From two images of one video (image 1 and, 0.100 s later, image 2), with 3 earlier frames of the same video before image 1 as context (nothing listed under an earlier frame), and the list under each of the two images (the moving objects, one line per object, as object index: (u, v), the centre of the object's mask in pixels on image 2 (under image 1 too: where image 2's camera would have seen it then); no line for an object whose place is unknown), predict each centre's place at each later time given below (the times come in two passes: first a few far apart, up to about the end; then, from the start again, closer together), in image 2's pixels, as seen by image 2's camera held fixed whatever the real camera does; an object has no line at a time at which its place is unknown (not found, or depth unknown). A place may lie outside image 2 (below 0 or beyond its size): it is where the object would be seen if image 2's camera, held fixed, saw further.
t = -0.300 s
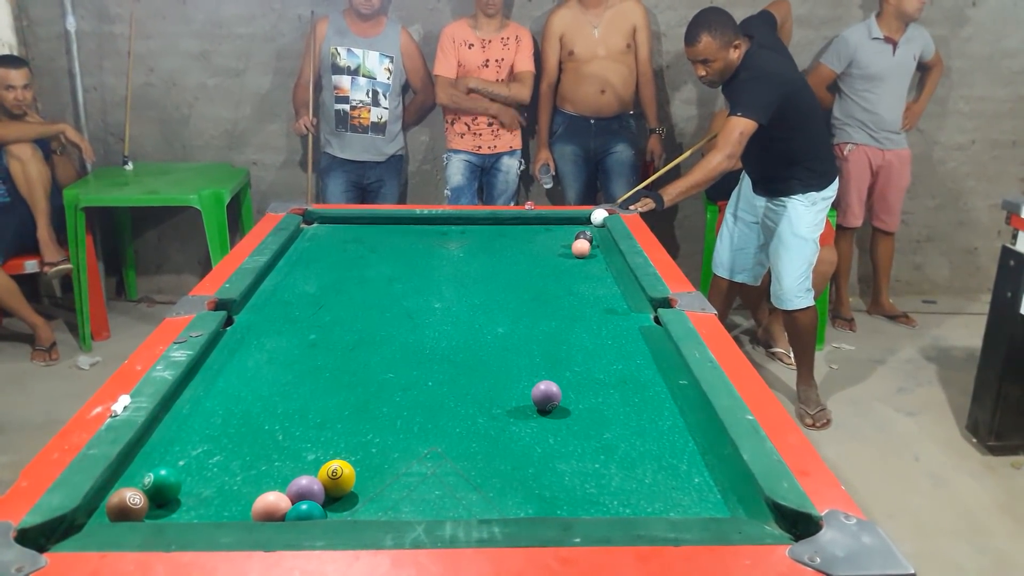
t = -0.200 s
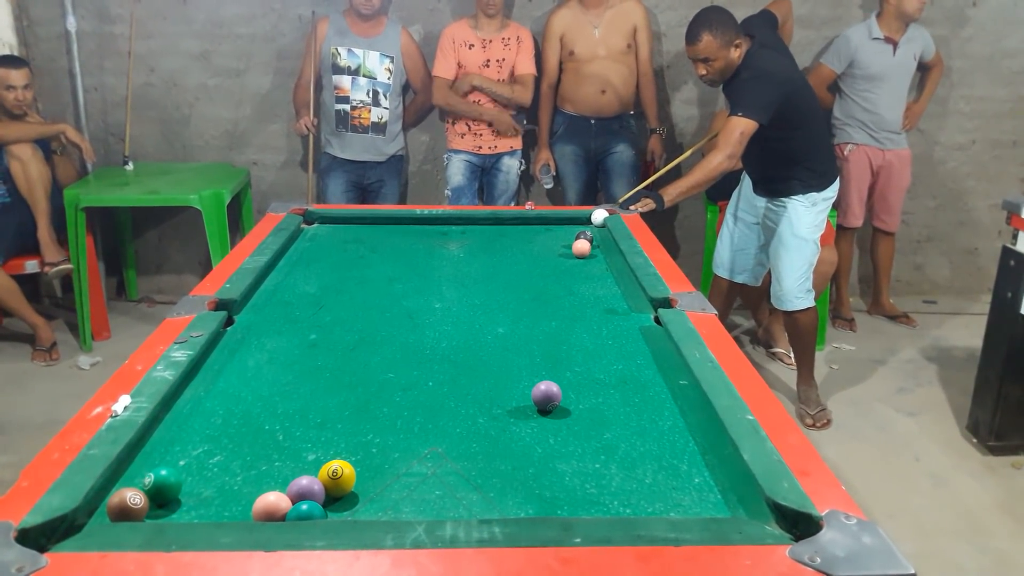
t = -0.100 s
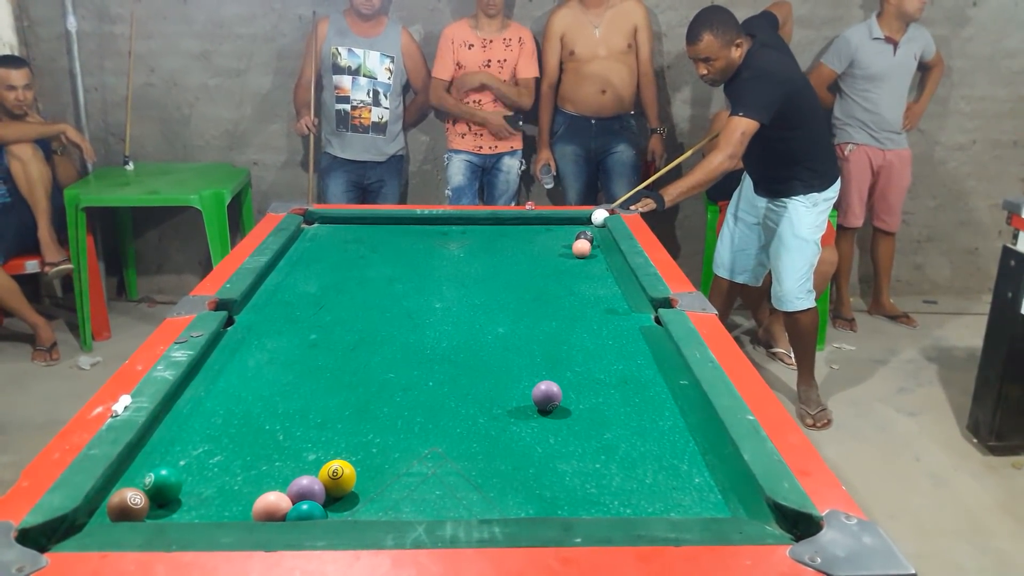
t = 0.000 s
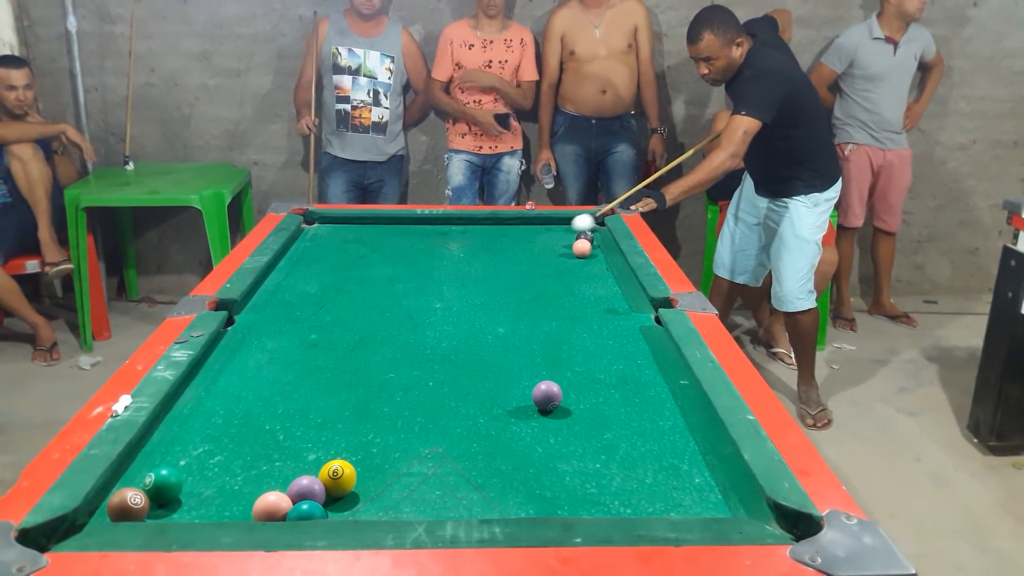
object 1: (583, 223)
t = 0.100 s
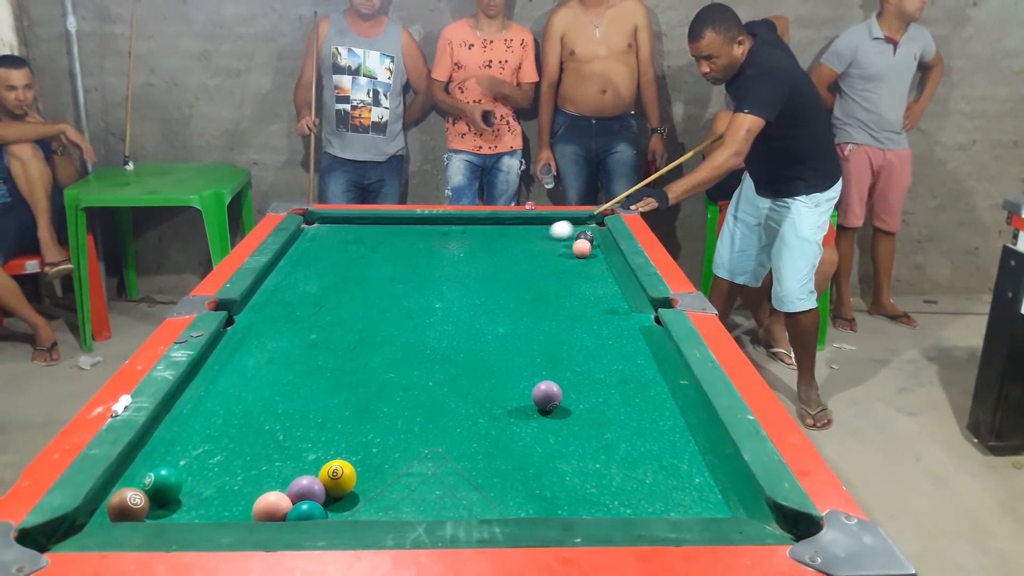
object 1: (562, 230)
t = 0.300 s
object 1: (516, 245)
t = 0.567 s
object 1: (448, 268)
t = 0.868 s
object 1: (358, 298)
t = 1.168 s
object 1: (248, 335)
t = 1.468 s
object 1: (265, 366)
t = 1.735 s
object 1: (316, 392)
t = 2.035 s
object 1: (378, 422)
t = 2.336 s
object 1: (446, 457)
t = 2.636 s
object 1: (520, 494)
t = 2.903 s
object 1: (579, 500)
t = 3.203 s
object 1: (620, 476)
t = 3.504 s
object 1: (652, 454)
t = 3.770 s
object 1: (676, 437)
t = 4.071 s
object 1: (698, 421)
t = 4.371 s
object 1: (676, 412)
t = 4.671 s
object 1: (658, 406)
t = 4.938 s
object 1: (646, 402)
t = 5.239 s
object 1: (637, 398)
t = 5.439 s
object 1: (630, 397)
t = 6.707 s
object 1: (634, 396)
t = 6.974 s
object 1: (634, 396)
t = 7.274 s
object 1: (634, 396)
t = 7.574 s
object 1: (634, 396)
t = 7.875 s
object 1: (634, 396)
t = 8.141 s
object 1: (634, 395)
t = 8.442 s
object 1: (634, 396)
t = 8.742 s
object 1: (634, 396)
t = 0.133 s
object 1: (554, 232)
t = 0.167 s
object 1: (546, 235)
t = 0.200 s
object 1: (539, 237)
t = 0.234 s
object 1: (531, 240)
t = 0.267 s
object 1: (524, 242)
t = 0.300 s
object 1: (516, 245)
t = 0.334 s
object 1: (508, 248)
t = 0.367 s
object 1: (500, 250)
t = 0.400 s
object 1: (492, 253)
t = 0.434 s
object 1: (483, 256)
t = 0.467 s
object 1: (474, 259)
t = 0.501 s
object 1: (466, 262)
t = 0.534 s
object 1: (457, 265)
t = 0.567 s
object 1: (448, 268)
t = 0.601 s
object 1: (439, 271)
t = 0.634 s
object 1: (429, 274)
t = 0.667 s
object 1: (420, 277)
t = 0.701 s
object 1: (410, 280)
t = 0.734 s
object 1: (400, 284)
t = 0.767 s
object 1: (390, 287)
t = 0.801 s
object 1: (379, 291)
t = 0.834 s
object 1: (369, 294)
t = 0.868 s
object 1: (358, 298)
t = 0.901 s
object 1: (347, 302)
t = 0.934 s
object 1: (335, 306)
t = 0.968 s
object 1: (324, 310)
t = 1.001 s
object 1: (312, 314)
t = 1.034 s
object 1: (300, 318)
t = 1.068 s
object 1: (287, 322)
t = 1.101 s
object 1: (274, 326)
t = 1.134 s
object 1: (261, 331)
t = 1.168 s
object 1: (248, 335)
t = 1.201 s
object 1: (234, 339)
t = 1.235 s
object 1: (224, 345)
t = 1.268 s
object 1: (229, 348)
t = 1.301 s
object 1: (235, 351)
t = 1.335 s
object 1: (241, 354)
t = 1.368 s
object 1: (247, 357)
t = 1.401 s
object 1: (253, 360)
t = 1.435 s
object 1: (259, 363)
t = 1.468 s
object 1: (265, 366)
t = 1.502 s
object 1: (271, 369)
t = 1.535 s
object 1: (278, 372)
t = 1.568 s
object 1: (284, 375)
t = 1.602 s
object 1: (290, 378)
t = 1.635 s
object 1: (297, 381)
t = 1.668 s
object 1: (303, 385)
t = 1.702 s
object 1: (310, 388)
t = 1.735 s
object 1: (316, 392)
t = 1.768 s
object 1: (323, 395)
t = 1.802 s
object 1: (330, 398)
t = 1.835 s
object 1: (337, 401)
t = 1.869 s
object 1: (343, 405)
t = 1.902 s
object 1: (350, 408)
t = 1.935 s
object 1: (357, 412)
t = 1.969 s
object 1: (364, 416)
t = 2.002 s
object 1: (371, 419)
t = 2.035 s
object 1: (378, 422)
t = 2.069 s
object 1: (386, 426)
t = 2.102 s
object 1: (393, 430)
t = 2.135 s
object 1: (400, 433)
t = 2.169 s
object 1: (408, 437)
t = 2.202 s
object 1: (415, 441)
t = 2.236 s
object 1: (423, 445)
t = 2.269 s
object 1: (431, 449)
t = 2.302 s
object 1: (438, 453)
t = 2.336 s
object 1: (446, 457)
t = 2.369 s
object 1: (454, 461)
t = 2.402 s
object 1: (462, 464)
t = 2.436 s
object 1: (470, 468)
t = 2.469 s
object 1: (478, 473)
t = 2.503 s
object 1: (486, 477)
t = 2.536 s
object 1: (494, 481)
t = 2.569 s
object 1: (503, 486)
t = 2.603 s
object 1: (511, 489)
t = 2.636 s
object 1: (520, 494)
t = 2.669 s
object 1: (529, 497)
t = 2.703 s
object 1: (537, 500)
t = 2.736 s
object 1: (546, 502)
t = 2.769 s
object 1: (555, 505)
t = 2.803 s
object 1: (563, 505)
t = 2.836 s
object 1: (569, 504)
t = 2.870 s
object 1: (574, 502)
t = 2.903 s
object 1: (579, 500)
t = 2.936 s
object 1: (584, 498)
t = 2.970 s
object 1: (589, 496)
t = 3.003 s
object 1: (593, 494)
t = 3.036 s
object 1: (598, 491)
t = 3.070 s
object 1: (603, 488)
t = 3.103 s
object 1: (607, 485)
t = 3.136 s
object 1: (611, 482)
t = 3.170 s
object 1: (616, 479)
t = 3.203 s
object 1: (620, 476)
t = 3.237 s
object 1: (624, 474)
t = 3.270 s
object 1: (627, 471)
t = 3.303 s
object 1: (632, 468)
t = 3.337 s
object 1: (635, 466)
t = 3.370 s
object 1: (639, 463)
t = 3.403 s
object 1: (642, 461)
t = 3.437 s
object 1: (646, 459)
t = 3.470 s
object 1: (649, 456)
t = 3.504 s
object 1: (652, 454)
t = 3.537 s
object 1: (655, 452)
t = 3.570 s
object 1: (659, 450)
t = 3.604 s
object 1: (662, 448)
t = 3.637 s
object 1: (665, 445)
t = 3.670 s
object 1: (668, 443)
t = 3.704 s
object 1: (671, 441)
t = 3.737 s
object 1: (674, 439)
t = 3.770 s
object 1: (676, 437)
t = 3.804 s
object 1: (679, 435)
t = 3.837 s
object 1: (682, 433)
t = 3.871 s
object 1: (684, 431)
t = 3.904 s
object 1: (687, 429)
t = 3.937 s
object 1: (689, 428)
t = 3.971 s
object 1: (692, 426)
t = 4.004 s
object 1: (694, 425)
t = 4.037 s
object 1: (696, 423)
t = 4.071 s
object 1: (698, 421)
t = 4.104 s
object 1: (697, 420)
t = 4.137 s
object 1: (694, 419)
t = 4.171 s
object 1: (692, 418)
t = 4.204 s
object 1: (689, 417)
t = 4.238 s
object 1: (687, 416)
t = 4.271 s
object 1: (684, 415)
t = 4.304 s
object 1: (681, 414)
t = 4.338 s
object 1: (679, 413)
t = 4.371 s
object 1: (676, 412)
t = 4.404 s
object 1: (674, 412)
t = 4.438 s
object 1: (672, 411)
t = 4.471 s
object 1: (669, 410)
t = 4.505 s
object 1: (667, 409)
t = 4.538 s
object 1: (665, 408)
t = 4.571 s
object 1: (663, 408)
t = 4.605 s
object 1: (662, 407)
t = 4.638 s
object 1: (660, 407)
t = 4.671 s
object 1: (658, 406)
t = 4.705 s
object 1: (656, 406)
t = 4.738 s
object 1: (655, 405)
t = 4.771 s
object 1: (653, 404)
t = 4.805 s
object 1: (652, 404)
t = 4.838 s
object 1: (650, 403)
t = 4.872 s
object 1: (649, 403)
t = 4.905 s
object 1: (648, 402)
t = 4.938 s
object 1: (646, 402)
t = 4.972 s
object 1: (645, 402)
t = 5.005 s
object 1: (644, 401)
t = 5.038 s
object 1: (643, 401)
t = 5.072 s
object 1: (641, 400)
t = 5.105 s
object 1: (640, 400)
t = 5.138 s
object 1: (639, 400)
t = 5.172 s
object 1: (639, 399)
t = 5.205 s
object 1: (638, 399)
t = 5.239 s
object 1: (637, 398)
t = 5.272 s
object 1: (636, 398)
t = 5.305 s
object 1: (636, 398)
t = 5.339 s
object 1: (635, 398)
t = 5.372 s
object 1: (635, 397)
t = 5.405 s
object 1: (634, 397)
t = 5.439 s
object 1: (630, 397)
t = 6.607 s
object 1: (634, 396)
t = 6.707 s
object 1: (634, 396)
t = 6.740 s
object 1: (634, 396)
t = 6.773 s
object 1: (634, 396)
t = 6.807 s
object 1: (634, 396)
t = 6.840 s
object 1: (634, 396)
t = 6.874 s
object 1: (634, 396)
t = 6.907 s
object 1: (634, 396)
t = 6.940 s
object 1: (634, 396)
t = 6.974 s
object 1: (634, 396)
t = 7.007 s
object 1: (634, 396)
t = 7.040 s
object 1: (634, 396)
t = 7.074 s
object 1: (634, 396)
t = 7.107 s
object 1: (634, 396)
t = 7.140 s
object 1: (634, 396)
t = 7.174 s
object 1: (634, 396)
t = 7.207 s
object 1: (634, 396)
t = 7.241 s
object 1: (634, 396)
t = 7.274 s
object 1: (634, 396)
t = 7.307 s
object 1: (634, 396)
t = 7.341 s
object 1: (634, 396)
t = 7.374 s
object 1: (634, 396)
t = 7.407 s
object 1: (634, 396)
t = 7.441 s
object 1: (634, 396)
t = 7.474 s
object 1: (634, 396)
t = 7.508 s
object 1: (634, 396)
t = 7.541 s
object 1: (634, 396)
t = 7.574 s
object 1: (634, 396)
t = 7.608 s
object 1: (634, 396)
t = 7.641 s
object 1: (634, 396)
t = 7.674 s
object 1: (634, 396)
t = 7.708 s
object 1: (634, 396)
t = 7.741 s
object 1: (634, 396)
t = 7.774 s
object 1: (634, 396)
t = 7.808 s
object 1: (634, 396)
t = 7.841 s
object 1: (634, 396)
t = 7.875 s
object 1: (634, 396)
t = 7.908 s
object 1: (634, 396)
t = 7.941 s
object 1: (634, 396)
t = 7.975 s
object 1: (634, 396)
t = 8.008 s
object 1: (634, 396)
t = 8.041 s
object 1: (634, 396)
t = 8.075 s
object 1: (634, 395)
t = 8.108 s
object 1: (634, 395)
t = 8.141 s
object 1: (634, 395)
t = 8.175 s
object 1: (634, 395)
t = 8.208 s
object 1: (634, 395)
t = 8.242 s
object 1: (634, 395)
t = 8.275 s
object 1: (634, 395)
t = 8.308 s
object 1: (634, 396)
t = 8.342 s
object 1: (634, 396)
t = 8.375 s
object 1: (634, 396)
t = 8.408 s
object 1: (634, 396)
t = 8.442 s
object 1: (634, 396)
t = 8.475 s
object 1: (634, 396)
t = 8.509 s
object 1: (634, 396)
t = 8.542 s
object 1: (634, 396)
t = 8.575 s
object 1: (634, 396)
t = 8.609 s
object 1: (634, 396)
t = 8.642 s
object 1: (634, 396)
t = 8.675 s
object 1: (634, 396)
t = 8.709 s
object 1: (634, 396)
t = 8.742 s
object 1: (634, 396)
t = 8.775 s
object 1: (634, 396)
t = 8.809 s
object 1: (634, 396)
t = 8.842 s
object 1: (634, 396)
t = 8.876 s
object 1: (634, 396)
